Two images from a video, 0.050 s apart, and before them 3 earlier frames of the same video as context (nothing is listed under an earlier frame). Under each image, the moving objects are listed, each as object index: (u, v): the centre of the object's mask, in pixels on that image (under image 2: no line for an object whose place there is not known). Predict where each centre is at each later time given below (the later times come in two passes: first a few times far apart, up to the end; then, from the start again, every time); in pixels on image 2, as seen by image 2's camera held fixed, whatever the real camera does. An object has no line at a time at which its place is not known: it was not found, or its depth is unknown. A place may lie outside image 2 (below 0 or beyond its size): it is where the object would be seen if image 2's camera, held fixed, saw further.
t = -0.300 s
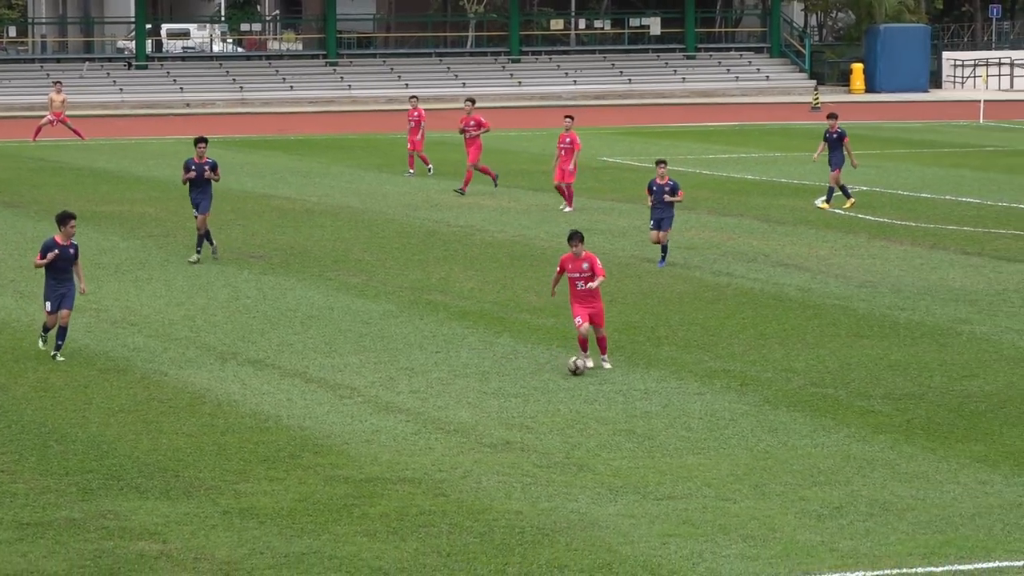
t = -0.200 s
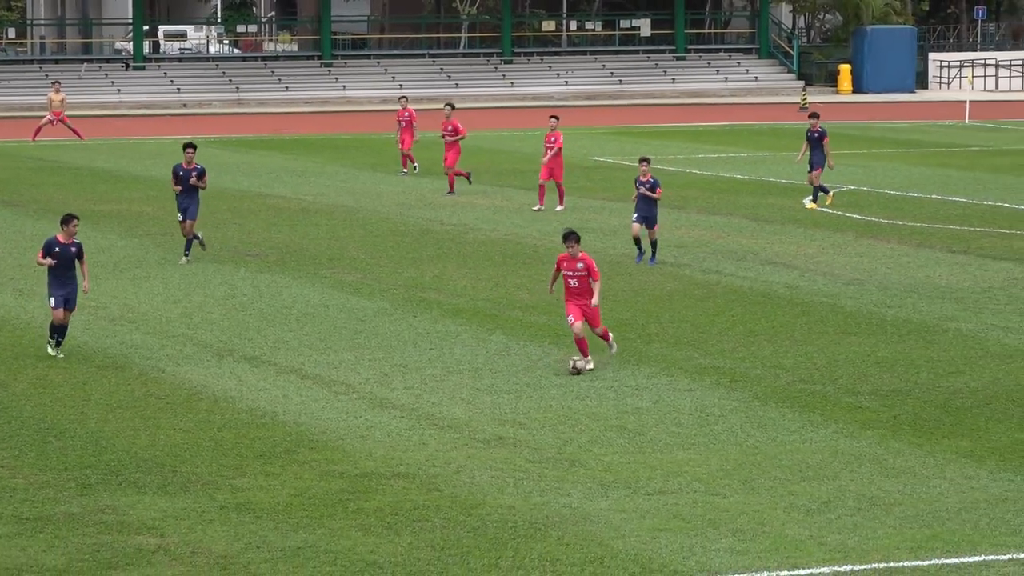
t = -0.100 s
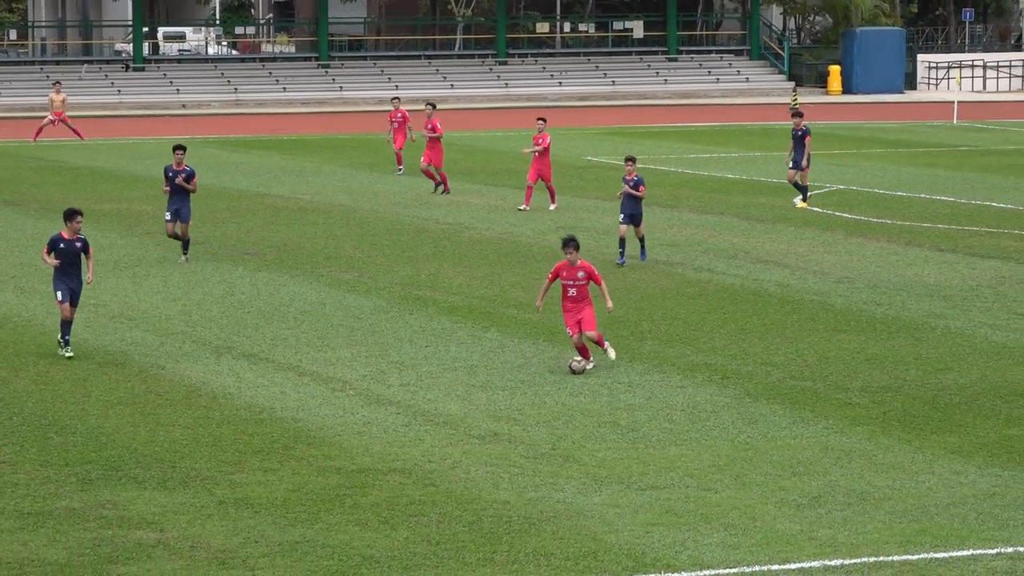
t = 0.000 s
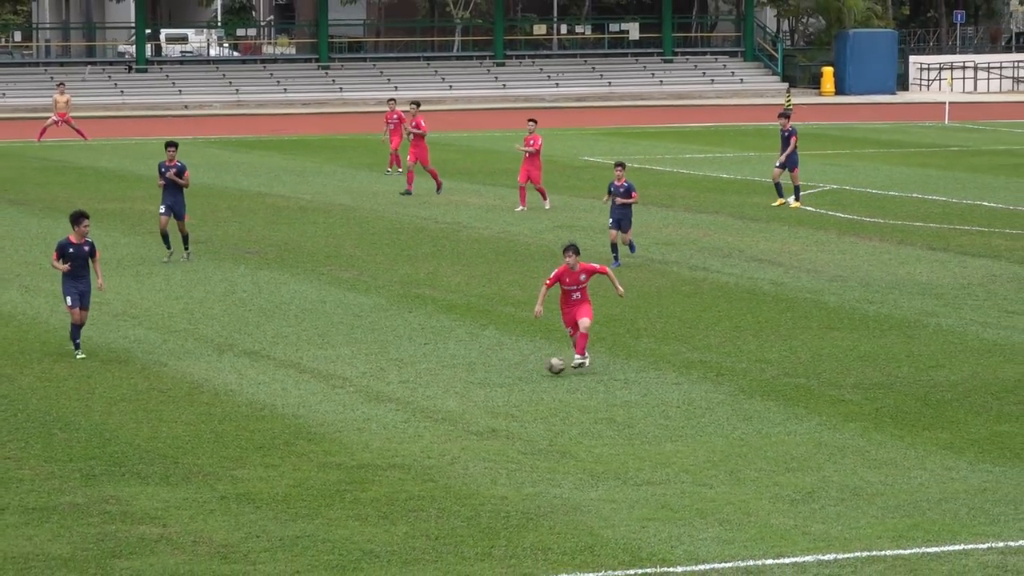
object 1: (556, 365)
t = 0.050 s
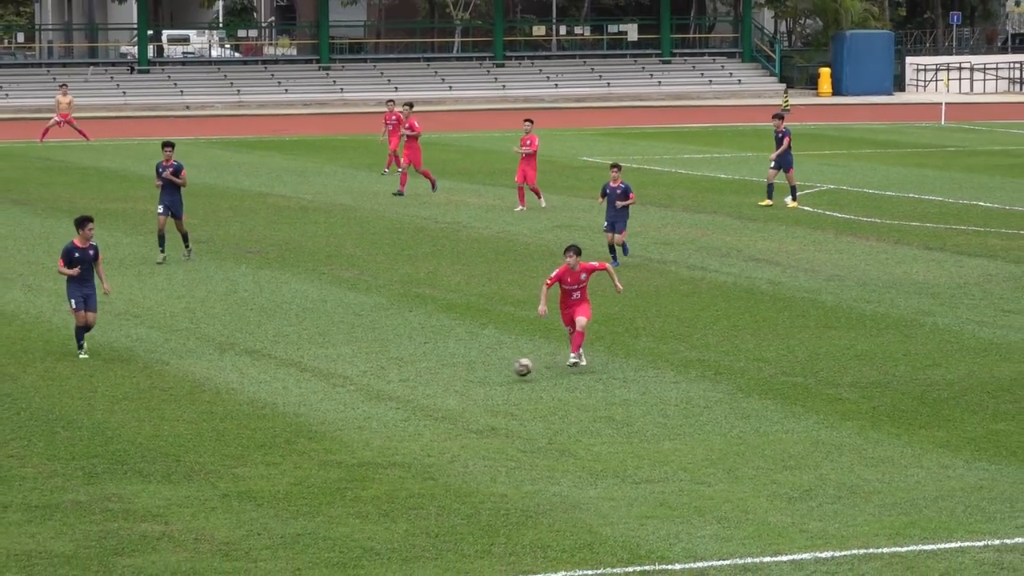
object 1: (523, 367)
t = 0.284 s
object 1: (368, 394)
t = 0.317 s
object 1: (348, 395)
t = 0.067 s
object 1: (512, 369)
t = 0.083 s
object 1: (501, 371)
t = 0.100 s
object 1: (489, 372)
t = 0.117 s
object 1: (478, 375)
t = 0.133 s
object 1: (466, 378)
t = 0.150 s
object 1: (454, 381)
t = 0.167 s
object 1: (443, 384)
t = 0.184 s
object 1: (431, 388)
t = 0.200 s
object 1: (418, 391)
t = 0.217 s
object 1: (408, 394)
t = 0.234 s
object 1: (398, 395)
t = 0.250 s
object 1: (389, 393)
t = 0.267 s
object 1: (378, 394)
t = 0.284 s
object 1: (368, 394)
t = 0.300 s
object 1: (359, 394)
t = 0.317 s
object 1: (348, 395)
